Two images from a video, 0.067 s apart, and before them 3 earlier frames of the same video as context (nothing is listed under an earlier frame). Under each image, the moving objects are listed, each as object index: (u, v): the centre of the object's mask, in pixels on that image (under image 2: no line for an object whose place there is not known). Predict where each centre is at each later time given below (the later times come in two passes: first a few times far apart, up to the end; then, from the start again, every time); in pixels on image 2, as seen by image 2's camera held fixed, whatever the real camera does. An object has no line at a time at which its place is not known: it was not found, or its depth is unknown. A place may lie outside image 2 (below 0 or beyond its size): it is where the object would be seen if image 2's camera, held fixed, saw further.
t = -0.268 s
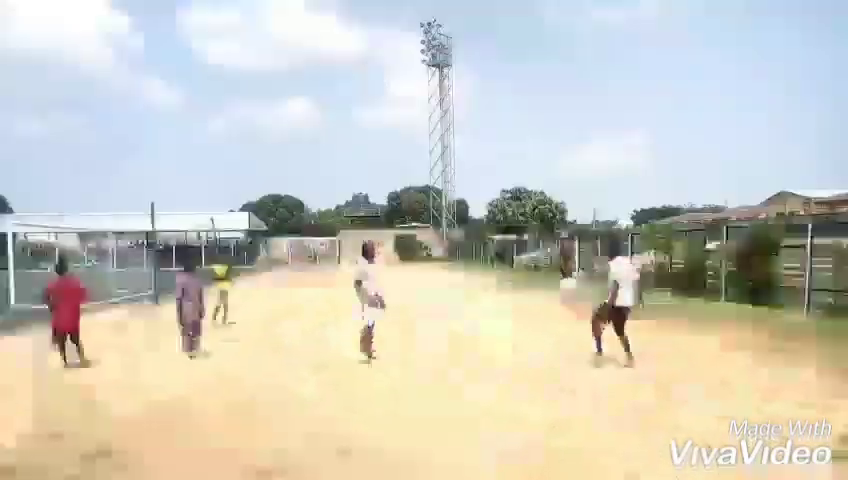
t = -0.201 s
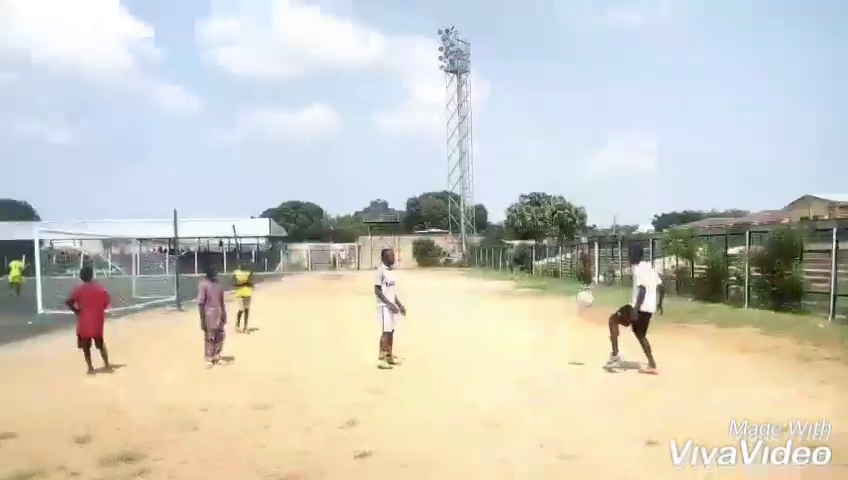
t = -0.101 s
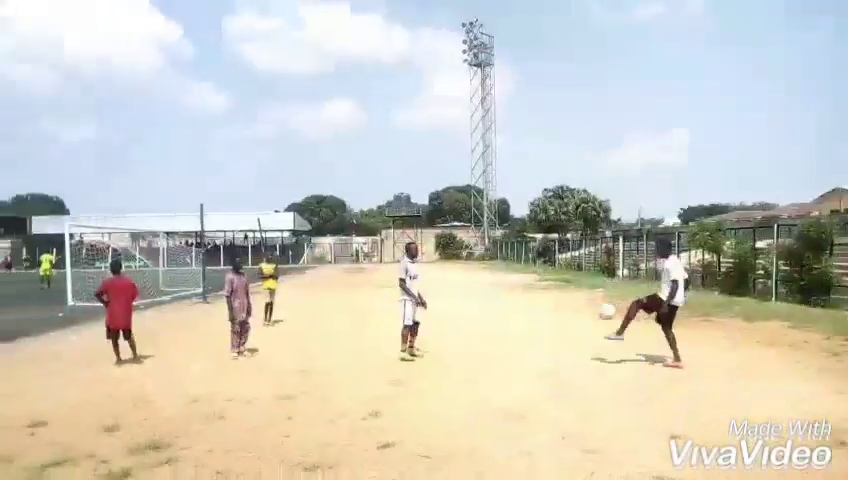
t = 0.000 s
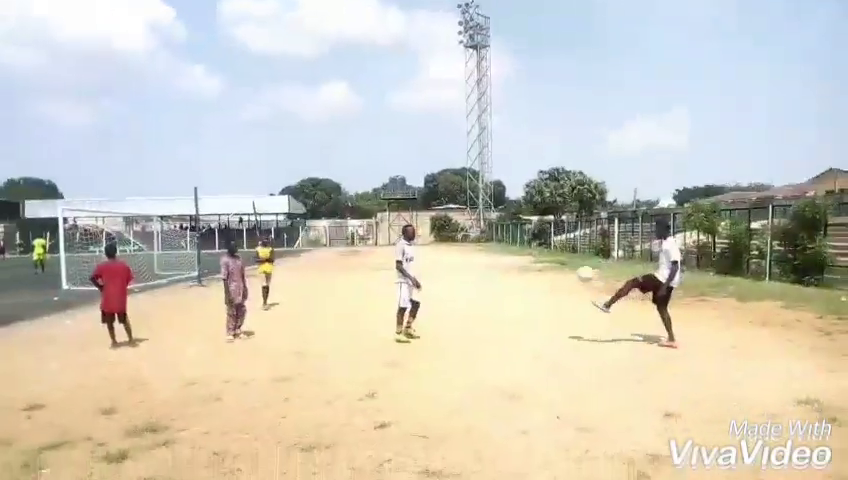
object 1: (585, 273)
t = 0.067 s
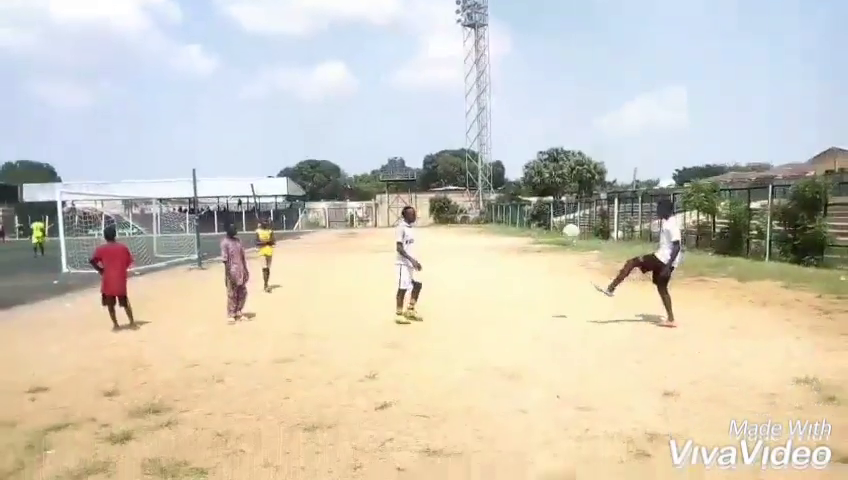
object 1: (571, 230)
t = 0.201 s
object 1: (543, 195)
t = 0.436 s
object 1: (496, 164)
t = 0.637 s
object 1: (459, 171)
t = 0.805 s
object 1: (429, 196)
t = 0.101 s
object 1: (564, 220)
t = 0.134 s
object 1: (557, 212)
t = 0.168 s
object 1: (549, 204)
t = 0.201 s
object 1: (543, 195)
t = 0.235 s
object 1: (536, 189)
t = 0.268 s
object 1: (529, 183)
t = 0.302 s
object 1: (524, 178)
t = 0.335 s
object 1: (515, 174)
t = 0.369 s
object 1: (512, 172)
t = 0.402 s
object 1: (503, 167)
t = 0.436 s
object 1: (496, 164)
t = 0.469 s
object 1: (491, 162)
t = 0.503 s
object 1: (484, 162)
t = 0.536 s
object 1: (480, 163)
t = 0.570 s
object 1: (471, 165)
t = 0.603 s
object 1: (465, 167)
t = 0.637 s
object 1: (459, 171)
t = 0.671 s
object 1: (452, 174)
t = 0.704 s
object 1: (446, 178)
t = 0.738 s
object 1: (440, 184)
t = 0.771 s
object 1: (435, 191)
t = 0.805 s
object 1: (429, 196)
